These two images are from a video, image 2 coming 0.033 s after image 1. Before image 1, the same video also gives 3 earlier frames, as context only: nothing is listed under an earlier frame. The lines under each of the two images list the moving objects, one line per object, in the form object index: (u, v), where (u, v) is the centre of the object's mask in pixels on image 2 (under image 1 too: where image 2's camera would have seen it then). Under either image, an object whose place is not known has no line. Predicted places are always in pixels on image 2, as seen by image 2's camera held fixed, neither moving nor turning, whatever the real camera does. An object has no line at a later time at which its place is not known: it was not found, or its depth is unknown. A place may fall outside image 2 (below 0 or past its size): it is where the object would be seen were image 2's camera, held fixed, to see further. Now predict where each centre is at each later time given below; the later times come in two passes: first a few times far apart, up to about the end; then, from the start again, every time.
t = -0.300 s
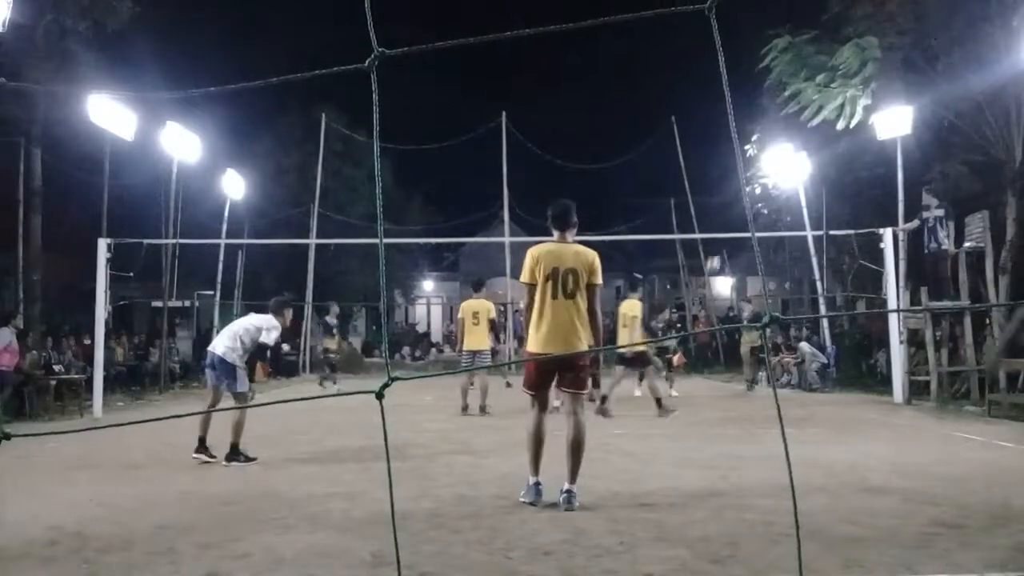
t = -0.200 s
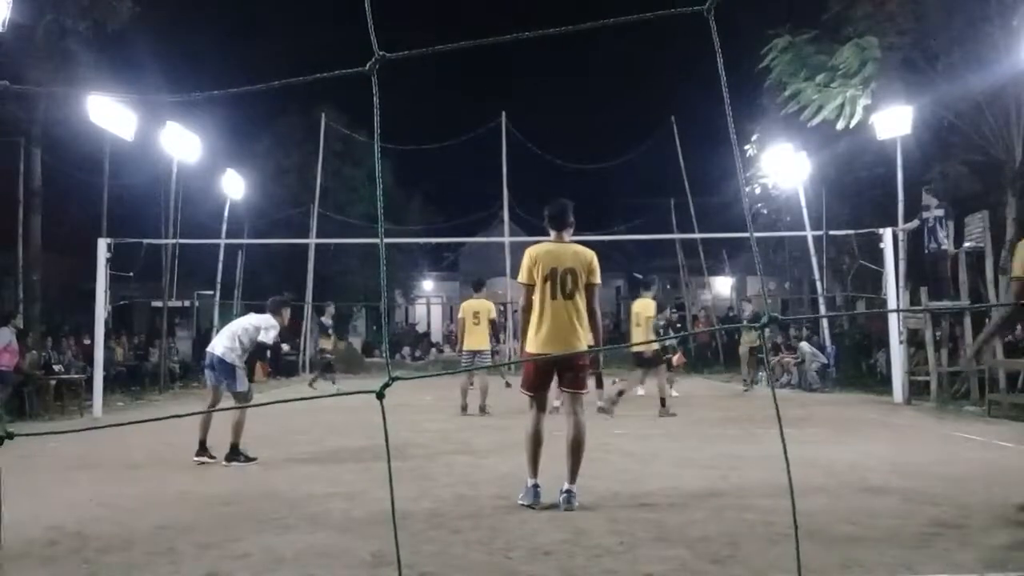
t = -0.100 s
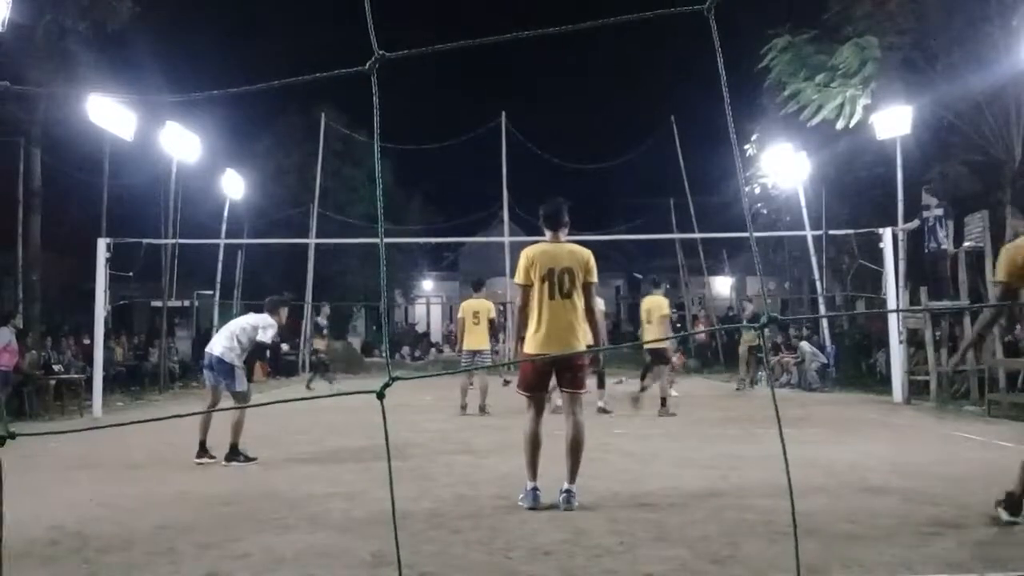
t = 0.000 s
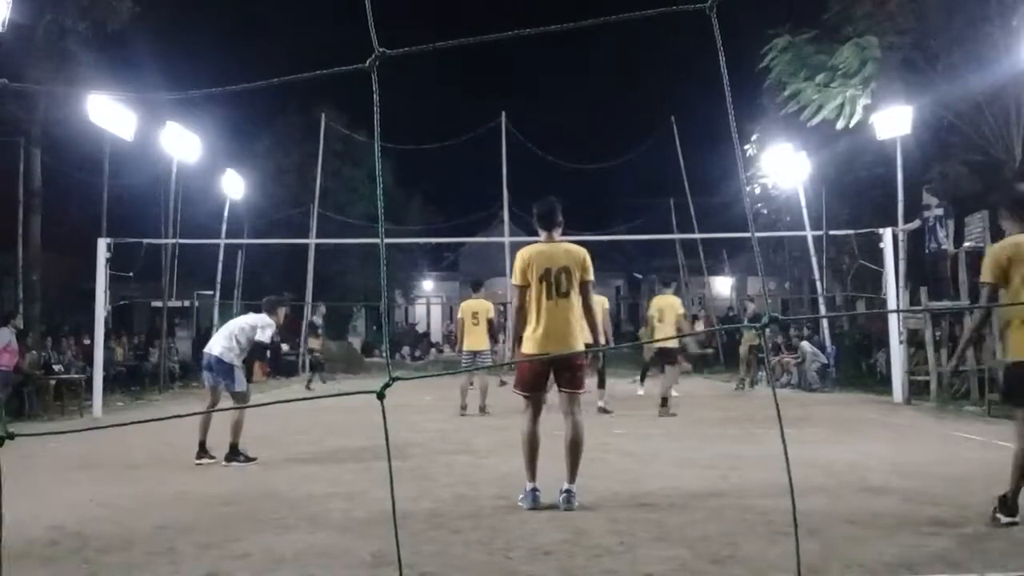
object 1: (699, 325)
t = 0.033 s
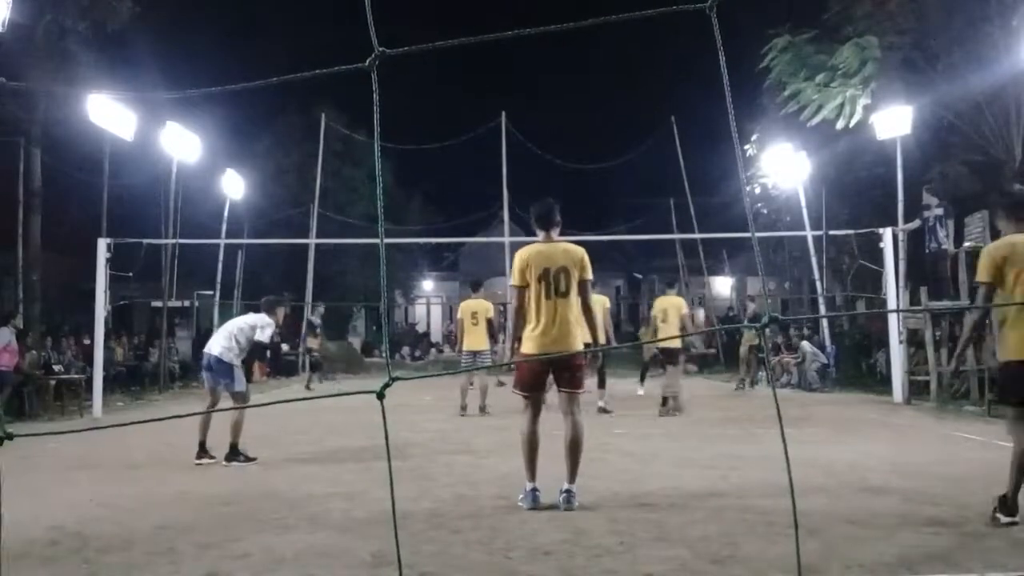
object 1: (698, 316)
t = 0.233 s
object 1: (701, 251)
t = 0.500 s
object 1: (703, 191)
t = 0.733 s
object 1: (705, 166)
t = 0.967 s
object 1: (706, 171)
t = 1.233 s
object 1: (711, 219)
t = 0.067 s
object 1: (699, 303)
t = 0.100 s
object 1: (700, 291)
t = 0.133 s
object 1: (699, 280)
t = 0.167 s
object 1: (701, 270)
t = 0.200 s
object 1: (702, 260)
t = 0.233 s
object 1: (701, 251)
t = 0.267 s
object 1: (702, 243)
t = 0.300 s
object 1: (703, 232)
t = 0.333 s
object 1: (702, 224)
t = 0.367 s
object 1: (703, 217)
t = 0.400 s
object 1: (703, 209)
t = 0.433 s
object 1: (703, 203)
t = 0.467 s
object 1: (703, 196)
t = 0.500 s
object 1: (703, 191)
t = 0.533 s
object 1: (704, 186)
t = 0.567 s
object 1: (704, 181)
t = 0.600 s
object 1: (704, 177)
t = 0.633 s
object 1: (704, 173)
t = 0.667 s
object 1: (704, 170)
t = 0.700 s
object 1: (705, 168)
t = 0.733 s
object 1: (705, 166)
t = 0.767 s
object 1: (705, 165)
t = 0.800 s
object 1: (705, 164)
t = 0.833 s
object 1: (706, 164)
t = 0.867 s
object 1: (706, 165)
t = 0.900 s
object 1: (706, 166)
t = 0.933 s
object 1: (706, 169)
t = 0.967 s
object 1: (706, 171)
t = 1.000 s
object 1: (707, 175)
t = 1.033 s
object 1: (707, 179)
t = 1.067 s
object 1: (708, 184)
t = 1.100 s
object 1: (708, 189)
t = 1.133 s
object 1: (708, 195)
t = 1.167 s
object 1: (709, 202)
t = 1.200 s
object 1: (709, 210)
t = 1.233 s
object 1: (711, 219)
